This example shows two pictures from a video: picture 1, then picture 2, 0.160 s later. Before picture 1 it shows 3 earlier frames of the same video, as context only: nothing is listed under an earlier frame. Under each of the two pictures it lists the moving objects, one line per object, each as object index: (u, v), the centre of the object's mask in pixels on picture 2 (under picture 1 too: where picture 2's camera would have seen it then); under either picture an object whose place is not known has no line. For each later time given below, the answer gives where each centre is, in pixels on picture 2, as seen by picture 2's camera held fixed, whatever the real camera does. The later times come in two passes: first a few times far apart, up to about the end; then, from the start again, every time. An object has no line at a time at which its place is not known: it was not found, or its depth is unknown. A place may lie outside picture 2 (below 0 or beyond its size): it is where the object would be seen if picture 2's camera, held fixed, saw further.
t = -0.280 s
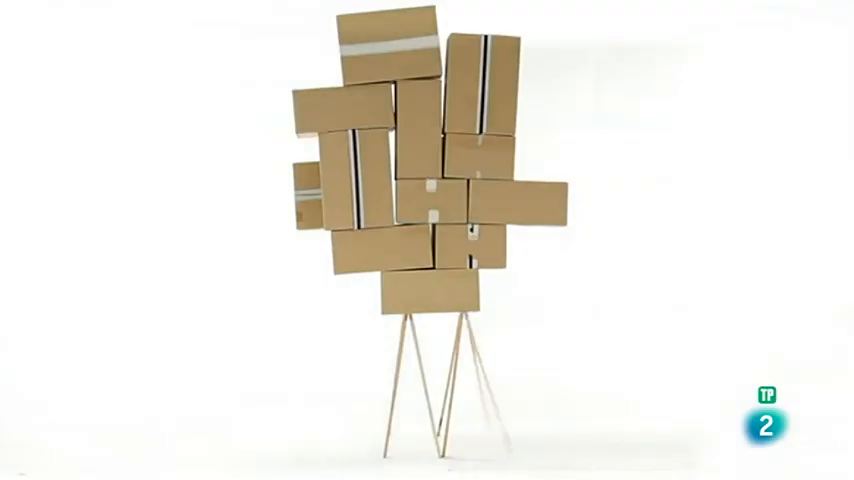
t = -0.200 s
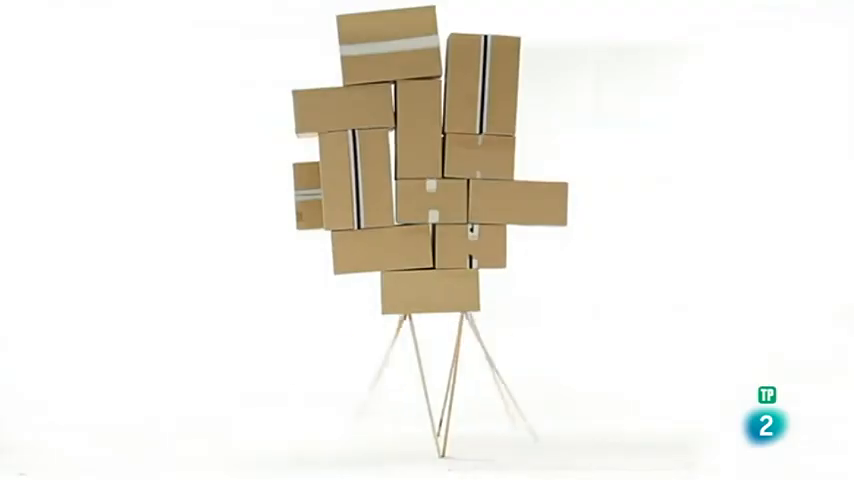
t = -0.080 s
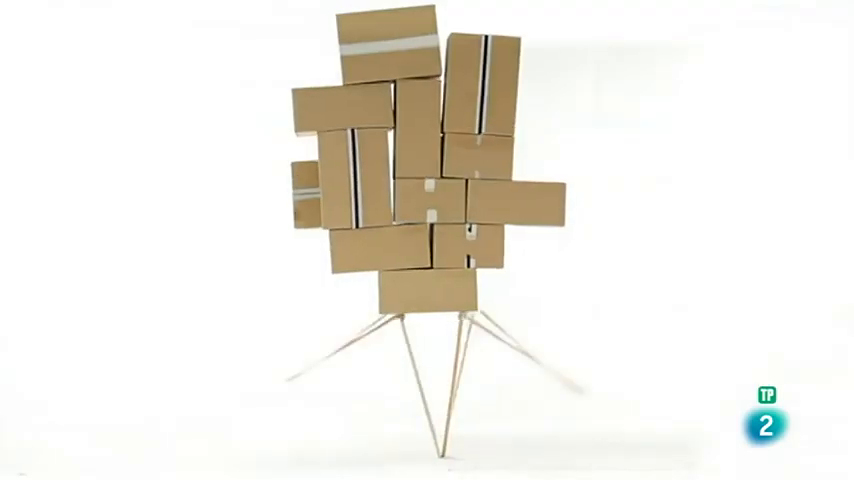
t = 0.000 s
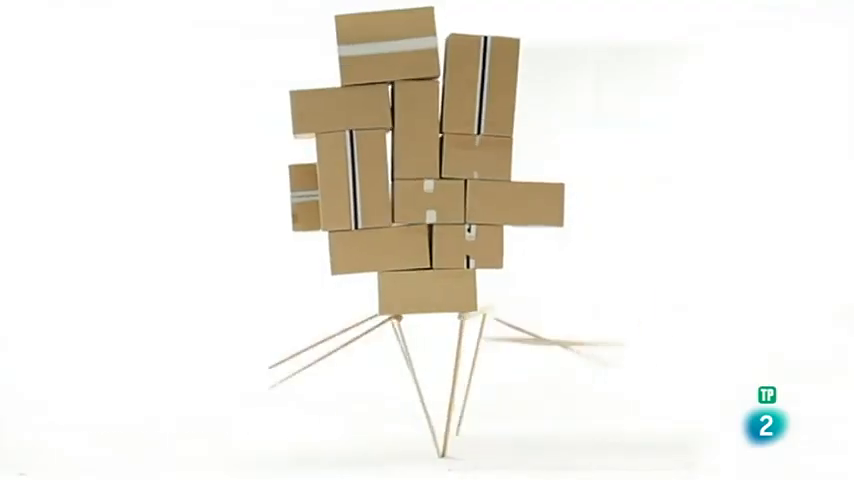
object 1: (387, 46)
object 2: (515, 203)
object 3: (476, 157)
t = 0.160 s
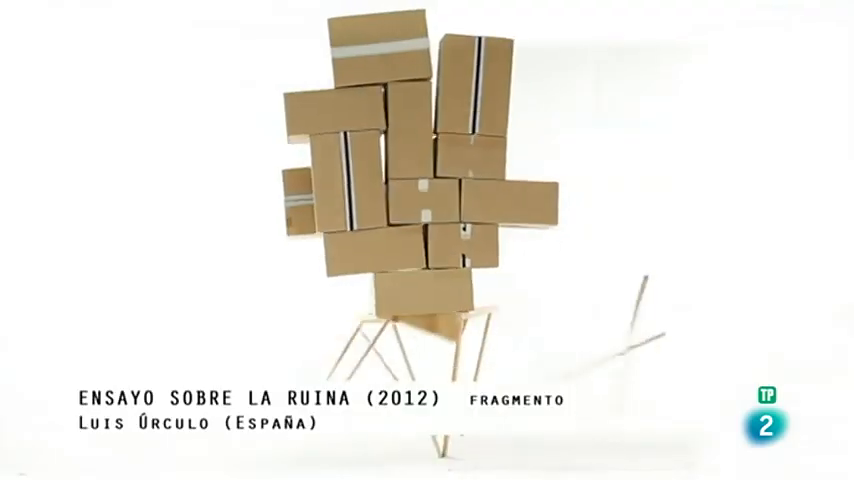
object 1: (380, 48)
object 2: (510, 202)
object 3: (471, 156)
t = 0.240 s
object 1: (372, 49)
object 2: (506, 201)
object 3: (466, 155)
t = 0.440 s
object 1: (344, 64)
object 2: (493, 200)
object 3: (448, 154)
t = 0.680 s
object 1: (302, 141)
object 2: (470, 245)
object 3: (418, 203)
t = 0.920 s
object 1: (245, 261)
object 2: (471, 297)
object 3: (408, 259)
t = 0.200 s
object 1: (376, 49)
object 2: (508, 201)
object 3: (468, 156)
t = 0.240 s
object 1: (372, 49)
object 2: (506, 201)
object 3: (466, 155)
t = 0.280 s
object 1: (368, 51)
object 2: (504, 200)
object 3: (463, 154)
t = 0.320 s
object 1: (363, 53)
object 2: (501, 200)
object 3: (459, 154)
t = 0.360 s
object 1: (357, 55)
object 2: (498, 199)
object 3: (457, 153)
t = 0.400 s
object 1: (350, 58)
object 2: (496, 200)
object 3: (452, 153)
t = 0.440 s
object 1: (344, 64)
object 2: (493, 200)
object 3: (448, 154)
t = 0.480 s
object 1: (336, 71)
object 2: (489, 202)
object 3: (442, 156)
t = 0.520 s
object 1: (328, 81)
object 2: (485, 205)
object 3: (438, 160)
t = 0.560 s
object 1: (321, 93)
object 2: (482, 211)
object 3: (433, 167)
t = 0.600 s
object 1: (315, 106)
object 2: (478, 220)
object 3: (428, 176)
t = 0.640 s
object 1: (308, 123)
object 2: (474, 231)
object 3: (423, 188)
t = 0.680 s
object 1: (302, 141)
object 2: (470, 245)
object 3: (418, 203)
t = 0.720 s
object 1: (296, 162)
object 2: (467, 259)
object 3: (413, 221)
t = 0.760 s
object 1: (289, 182)
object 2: (463, 271)
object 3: (408, 235)
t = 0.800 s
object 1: (280, 200)
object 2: (460, 283)
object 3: (407, 248)
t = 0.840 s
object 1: (270, 220)
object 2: (462, 290)
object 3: (407, 254)
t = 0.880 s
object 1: (259, 241)
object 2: (467, 293)
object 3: (407, 256)
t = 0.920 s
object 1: (245, 261)
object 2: (471, 297)
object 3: (408, 259)
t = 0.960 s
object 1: (233, 281)
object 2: (476, 301)
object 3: (407, 264)
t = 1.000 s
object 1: (221, 300)
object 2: (481, 305)
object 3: (406, 273)
